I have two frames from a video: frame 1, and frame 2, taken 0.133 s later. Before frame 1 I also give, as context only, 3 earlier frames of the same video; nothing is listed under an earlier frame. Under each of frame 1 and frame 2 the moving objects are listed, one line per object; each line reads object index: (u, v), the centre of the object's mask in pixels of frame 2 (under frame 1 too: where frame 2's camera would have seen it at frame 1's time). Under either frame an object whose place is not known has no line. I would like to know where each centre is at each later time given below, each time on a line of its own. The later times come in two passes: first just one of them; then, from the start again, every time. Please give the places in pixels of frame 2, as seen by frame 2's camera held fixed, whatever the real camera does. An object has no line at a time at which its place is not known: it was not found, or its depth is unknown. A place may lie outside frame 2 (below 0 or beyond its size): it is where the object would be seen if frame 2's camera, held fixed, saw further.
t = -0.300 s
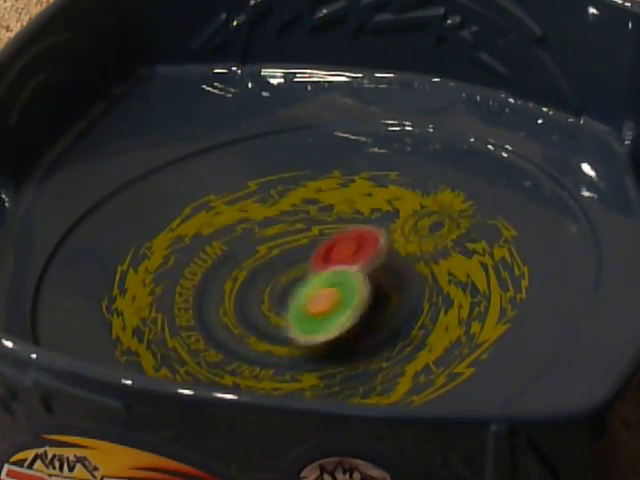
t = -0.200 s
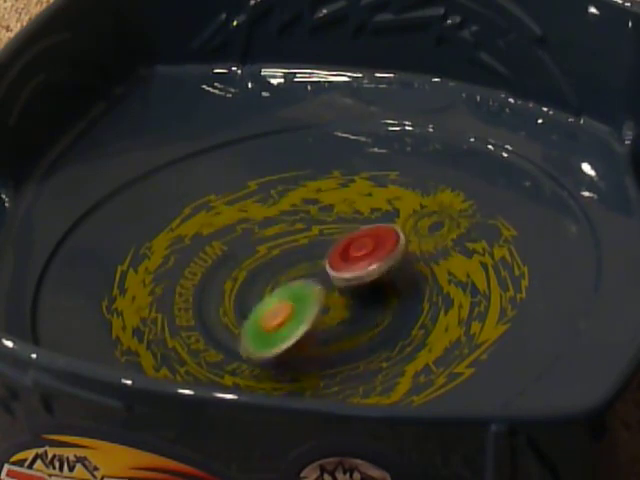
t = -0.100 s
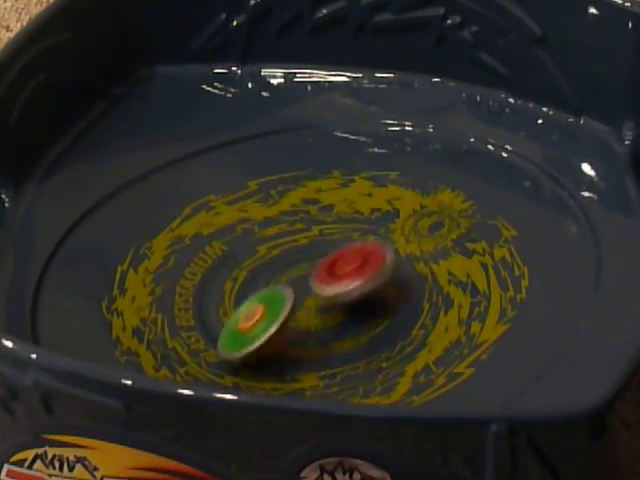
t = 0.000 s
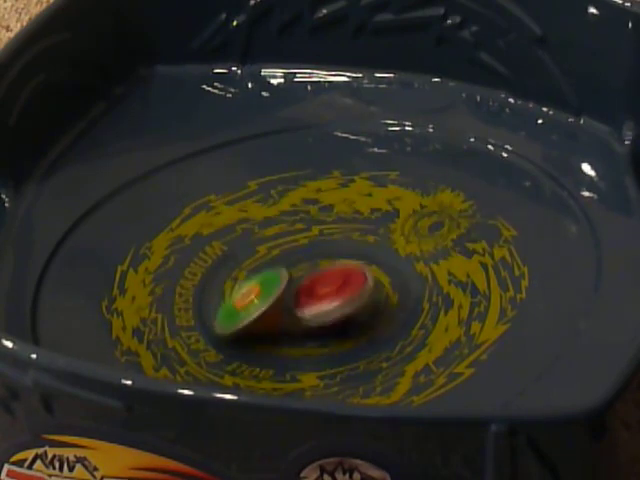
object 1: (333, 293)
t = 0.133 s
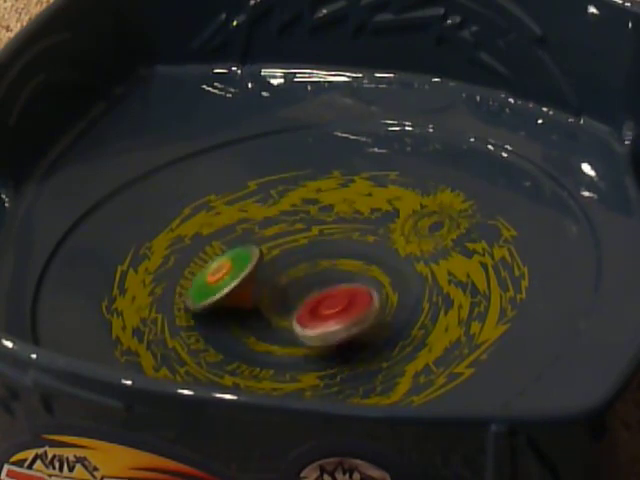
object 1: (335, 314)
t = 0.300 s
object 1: (309, 330)
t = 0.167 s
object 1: (331, 320)
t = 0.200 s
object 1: (324, 327)
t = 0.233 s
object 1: (318, 330)
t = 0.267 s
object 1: (313, 331)
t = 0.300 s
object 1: (309, 330)
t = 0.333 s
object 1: (306, 326)
